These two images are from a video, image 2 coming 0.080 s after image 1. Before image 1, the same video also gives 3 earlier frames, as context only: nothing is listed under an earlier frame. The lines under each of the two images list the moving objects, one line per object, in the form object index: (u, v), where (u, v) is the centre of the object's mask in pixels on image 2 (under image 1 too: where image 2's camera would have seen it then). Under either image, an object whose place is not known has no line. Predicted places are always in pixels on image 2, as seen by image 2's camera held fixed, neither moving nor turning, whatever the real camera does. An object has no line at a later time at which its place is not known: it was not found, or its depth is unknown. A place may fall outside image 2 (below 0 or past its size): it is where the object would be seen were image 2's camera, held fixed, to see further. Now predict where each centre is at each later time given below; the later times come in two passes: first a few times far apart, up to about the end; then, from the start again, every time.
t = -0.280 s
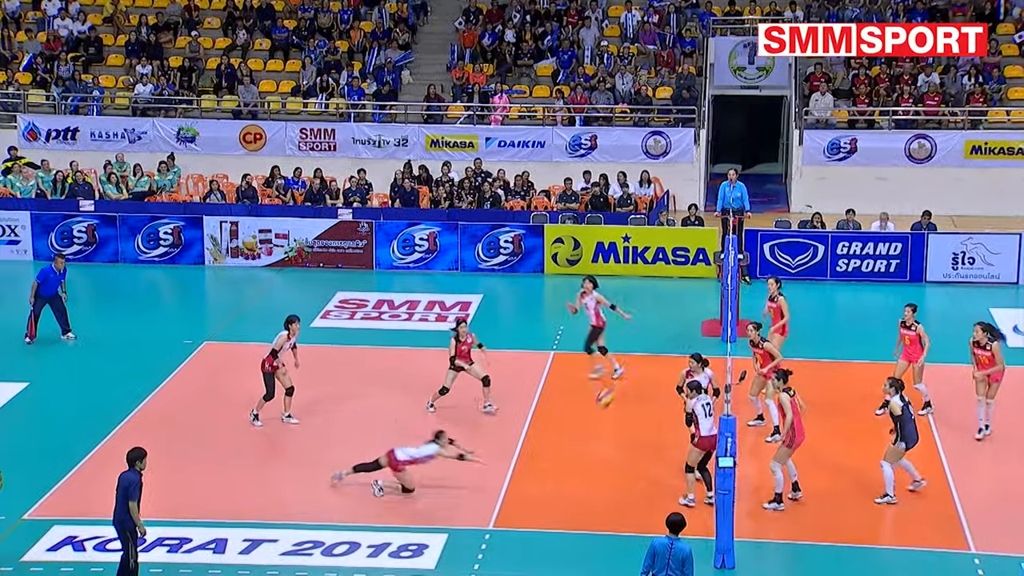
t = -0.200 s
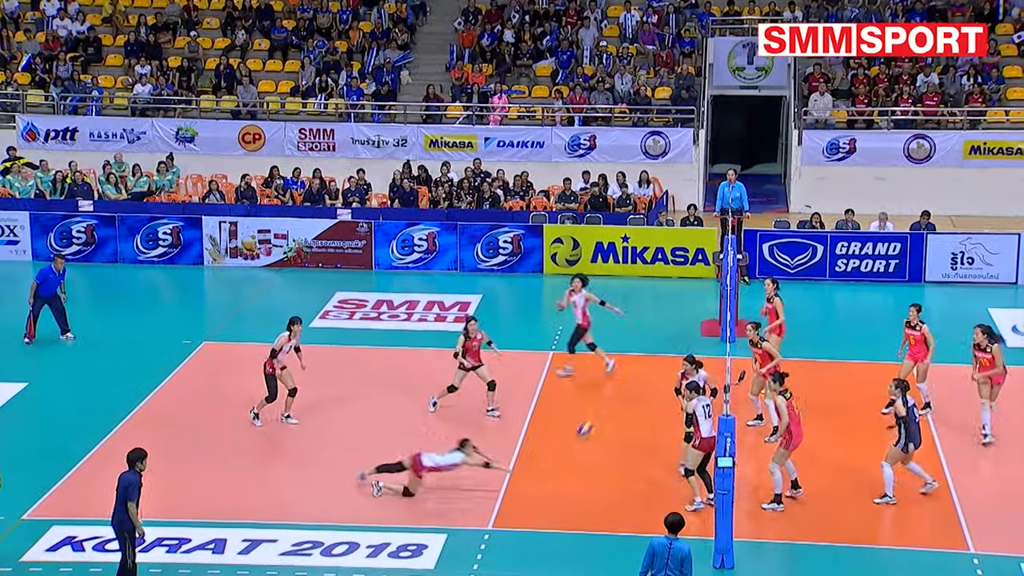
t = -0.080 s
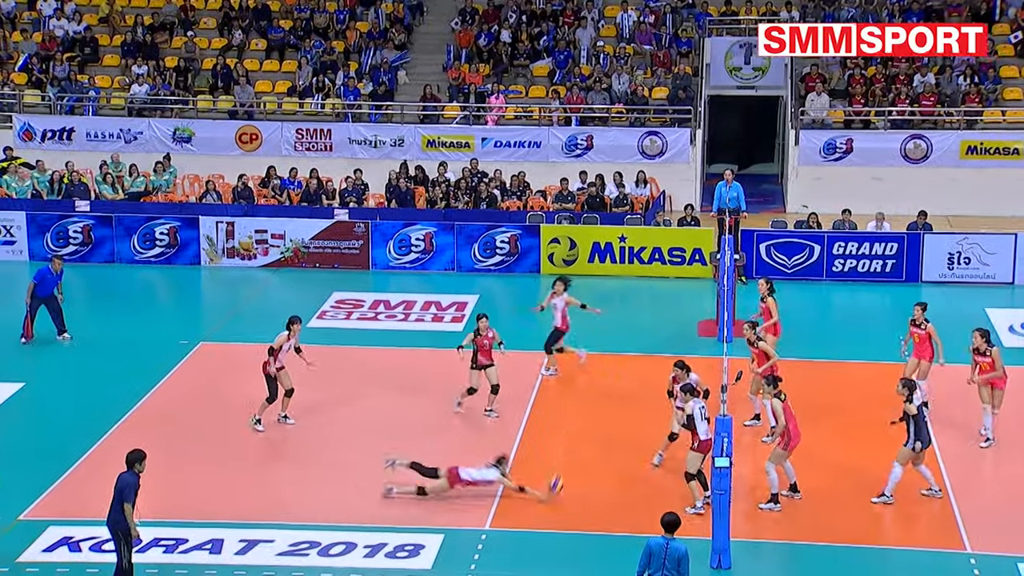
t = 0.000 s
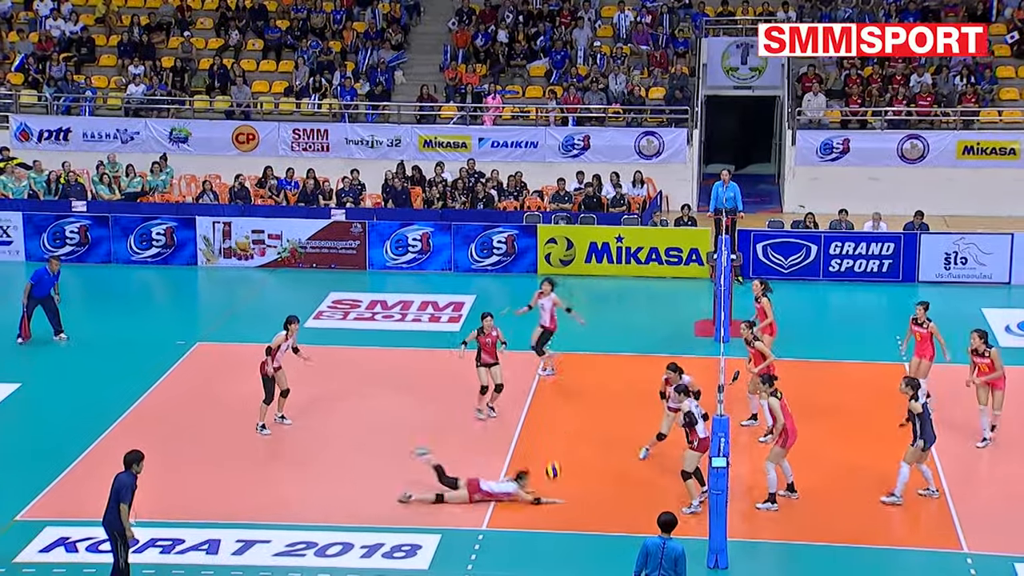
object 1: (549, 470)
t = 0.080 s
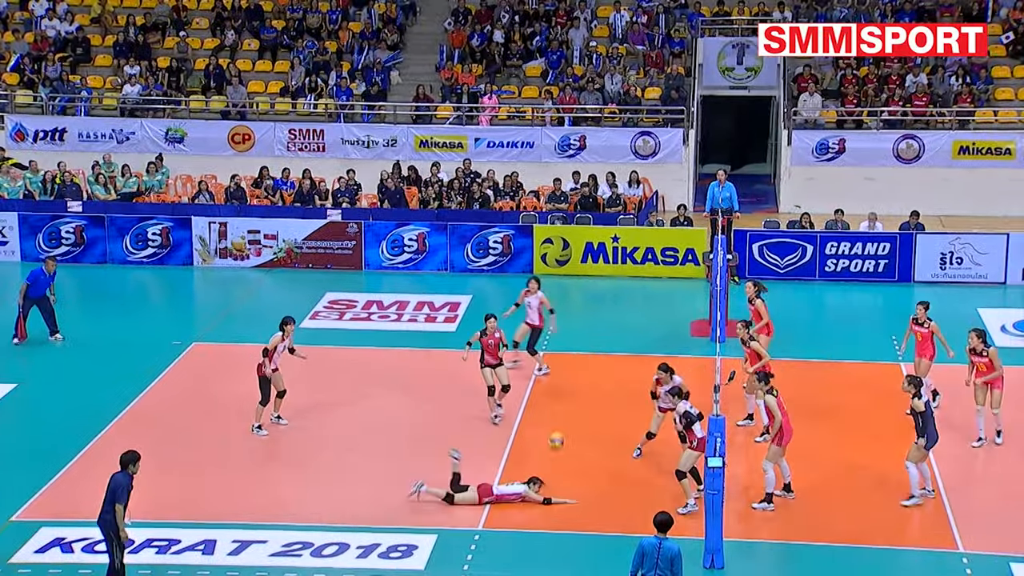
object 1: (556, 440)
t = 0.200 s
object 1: (565, 404)
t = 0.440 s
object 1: (585, 363)
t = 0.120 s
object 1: (559, 428)
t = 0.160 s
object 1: (562, 416)
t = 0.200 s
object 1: (565, 404)
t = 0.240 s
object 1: (569, 395)
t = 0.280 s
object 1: (572, 386)
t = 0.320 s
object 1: (575, 378)
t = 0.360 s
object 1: (578, 373)
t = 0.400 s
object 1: (581, 367)
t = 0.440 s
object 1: (585, 363)
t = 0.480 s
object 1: (587, 360)
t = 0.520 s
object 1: (591, 358)
